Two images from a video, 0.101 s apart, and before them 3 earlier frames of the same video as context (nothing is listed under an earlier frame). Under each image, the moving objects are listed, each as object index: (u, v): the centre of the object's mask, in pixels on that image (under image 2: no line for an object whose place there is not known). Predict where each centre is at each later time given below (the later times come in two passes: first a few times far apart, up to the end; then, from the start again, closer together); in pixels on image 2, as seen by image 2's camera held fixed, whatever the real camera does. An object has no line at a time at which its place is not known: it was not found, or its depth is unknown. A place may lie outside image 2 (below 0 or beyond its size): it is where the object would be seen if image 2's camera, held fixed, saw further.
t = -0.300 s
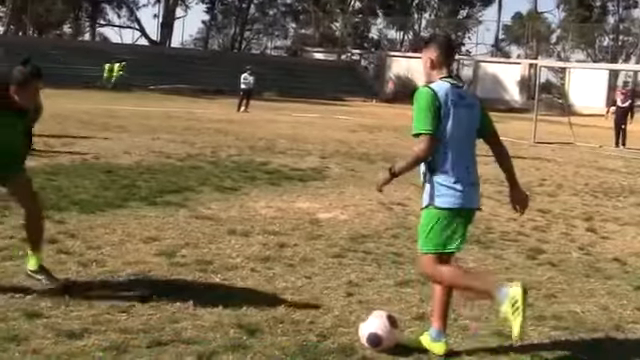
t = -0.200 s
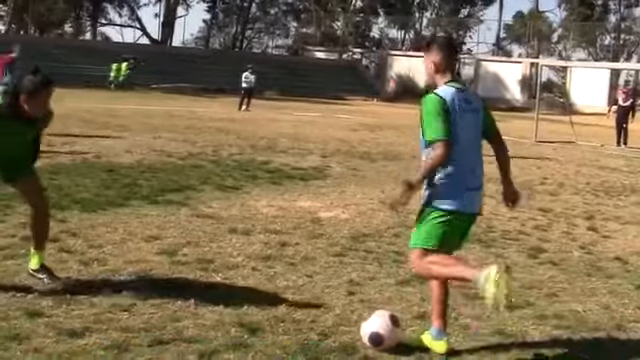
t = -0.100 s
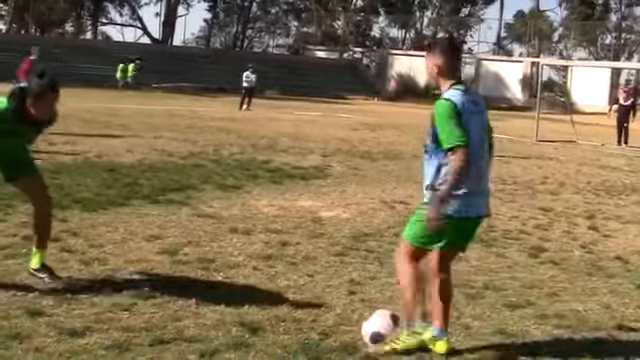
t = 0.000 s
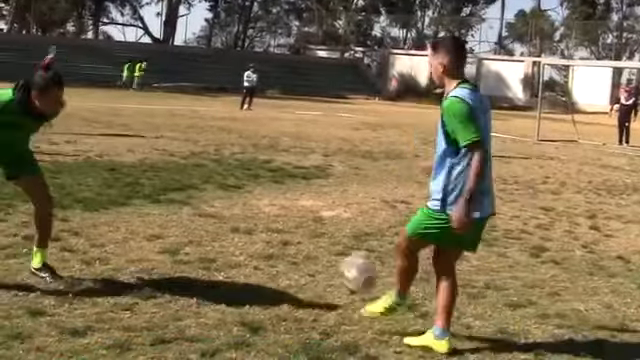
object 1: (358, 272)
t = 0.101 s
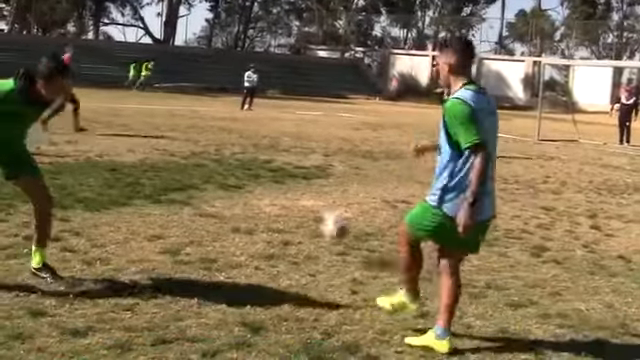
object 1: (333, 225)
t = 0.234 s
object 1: (313, 203)
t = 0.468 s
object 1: (294, 176)
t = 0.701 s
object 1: (285, 164)
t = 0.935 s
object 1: (281, 156)
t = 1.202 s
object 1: (276, 144)
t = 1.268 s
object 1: (275, 141)
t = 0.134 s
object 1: (329, 219)
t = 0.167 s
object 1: (325, 212)
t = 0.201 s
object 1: (319, 207)
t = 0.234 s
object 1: (313, 203)
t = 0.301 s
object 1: (306, 199)
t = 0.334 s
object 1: (305, 201)
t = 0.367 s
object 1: (300, 192)
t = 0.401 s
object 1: (297, 186)
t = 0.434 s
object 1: (294, 179)
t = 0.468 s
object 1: (294, 176)
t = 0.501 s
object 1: (292, 172)
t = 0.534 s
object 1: (290, 169)
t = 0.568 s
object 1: (289, 169)
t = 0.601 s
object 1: (288, 168)
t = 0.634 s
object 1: (287, 168)
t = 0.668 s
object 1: (286, 167)
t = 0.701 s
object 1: (285, 164)
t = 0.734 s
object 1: (285, 160)
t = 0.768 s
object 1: (285, 158)
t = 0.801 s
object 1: (284, 157)
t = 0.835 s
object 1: (283, 156)
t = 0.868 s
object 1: (283, 155)
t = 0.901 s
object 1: (282, 156)
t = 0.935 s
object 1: (281, 156)
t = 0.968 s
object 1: (280, 154)
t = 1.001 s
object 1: (280, 152)
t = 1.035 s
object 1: (278, 151)
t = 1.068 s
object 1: (278, 150)
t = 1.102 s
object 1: (278, 150)
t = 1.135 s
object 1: (276, 149)
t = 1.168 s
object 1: (276, 147)
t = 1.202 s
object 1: (276, 144)
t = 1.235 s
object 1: (276, 142)
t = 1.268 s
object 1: (275, 141)
